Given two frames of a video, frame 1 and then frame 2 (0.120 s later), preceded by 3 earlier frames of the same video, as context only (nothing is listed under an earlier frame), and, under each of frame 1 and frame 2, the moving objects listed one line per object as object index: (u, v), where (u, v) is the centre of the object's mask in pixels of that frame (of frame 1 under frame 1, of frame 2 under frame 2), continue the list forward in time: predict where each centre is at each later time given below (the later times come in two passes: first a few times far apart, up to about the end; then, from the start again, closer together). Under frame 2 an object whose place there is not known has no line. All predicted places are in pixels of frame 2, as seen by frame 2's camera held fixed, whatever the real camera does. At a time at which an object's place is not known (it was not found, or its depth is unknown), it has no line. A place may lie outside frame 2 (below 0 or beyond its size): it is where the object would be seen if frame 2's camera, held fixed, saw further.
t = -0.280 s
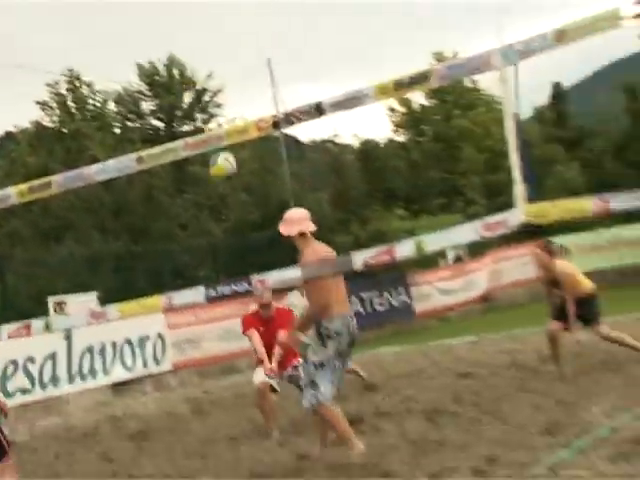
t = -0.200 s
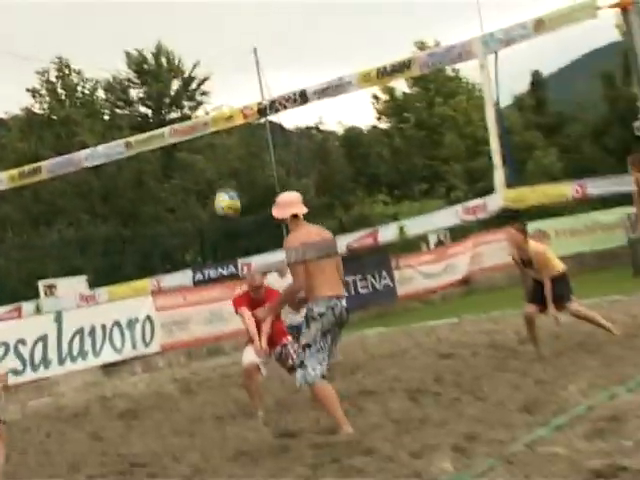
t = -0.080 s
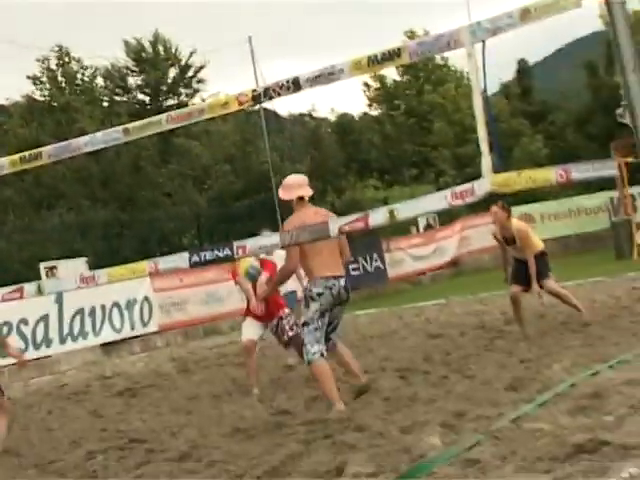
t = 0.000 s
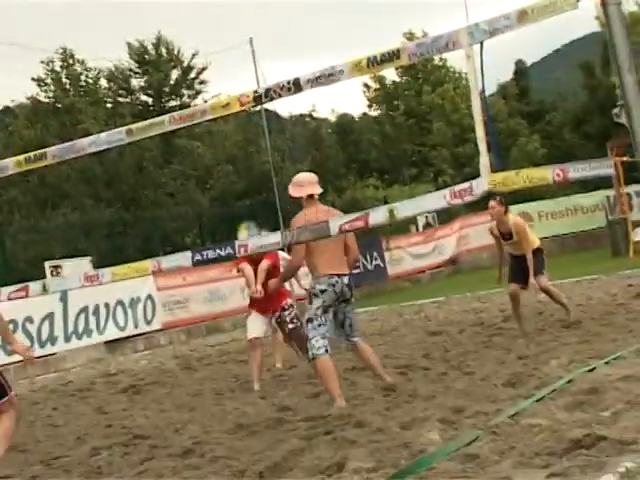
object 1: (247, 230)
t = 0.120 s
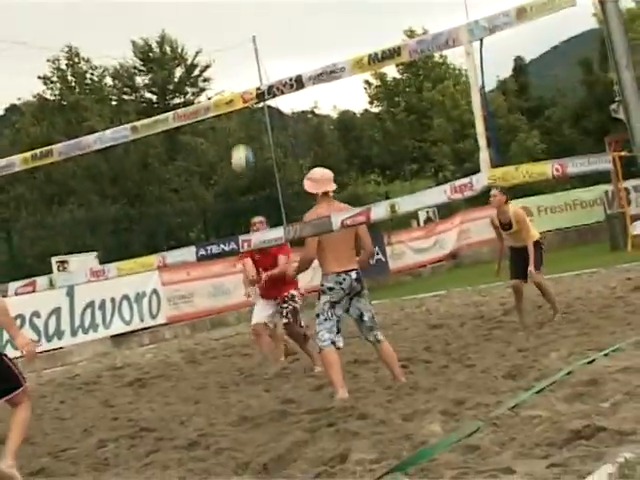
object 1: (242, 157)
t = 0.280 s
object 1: (233, 85)
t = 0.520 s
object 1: (226, 25)
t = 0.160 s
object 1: (239, 137)
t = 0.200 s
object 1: (237, 118)
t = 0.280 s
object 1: (233, 85)
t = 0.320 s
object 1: (232, 71)
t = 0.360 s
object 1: (229, 59)
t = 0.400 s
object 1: (228, 48)
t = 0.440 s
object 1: (228, 39)
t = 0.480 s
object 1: (227, 31)
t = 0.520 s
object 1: (226, 25)
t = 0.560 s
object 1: (226, 21)
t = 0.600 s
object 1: (226, 18)
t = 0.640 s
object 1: (227, 17)
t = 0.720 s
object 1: (228, 20)
